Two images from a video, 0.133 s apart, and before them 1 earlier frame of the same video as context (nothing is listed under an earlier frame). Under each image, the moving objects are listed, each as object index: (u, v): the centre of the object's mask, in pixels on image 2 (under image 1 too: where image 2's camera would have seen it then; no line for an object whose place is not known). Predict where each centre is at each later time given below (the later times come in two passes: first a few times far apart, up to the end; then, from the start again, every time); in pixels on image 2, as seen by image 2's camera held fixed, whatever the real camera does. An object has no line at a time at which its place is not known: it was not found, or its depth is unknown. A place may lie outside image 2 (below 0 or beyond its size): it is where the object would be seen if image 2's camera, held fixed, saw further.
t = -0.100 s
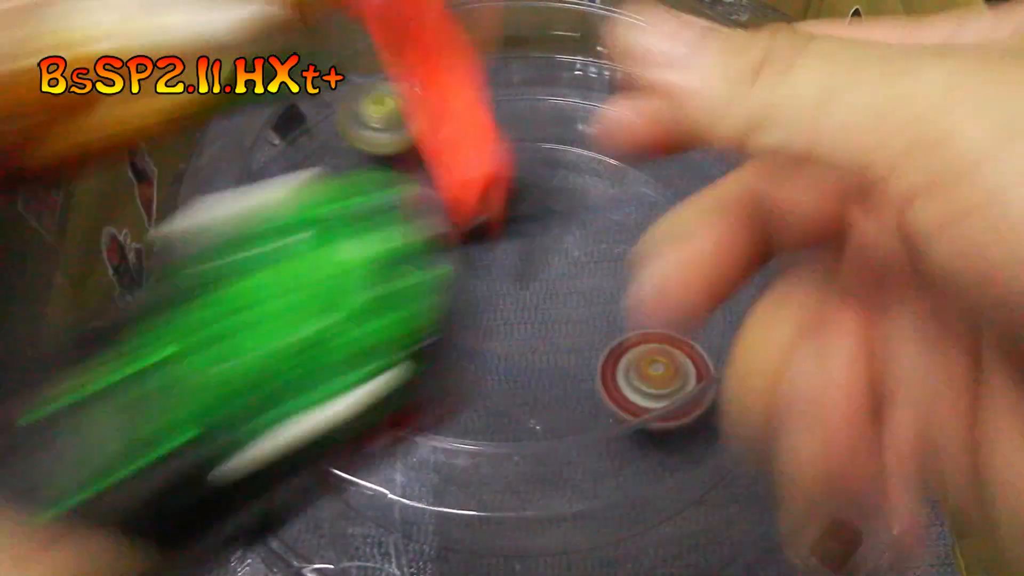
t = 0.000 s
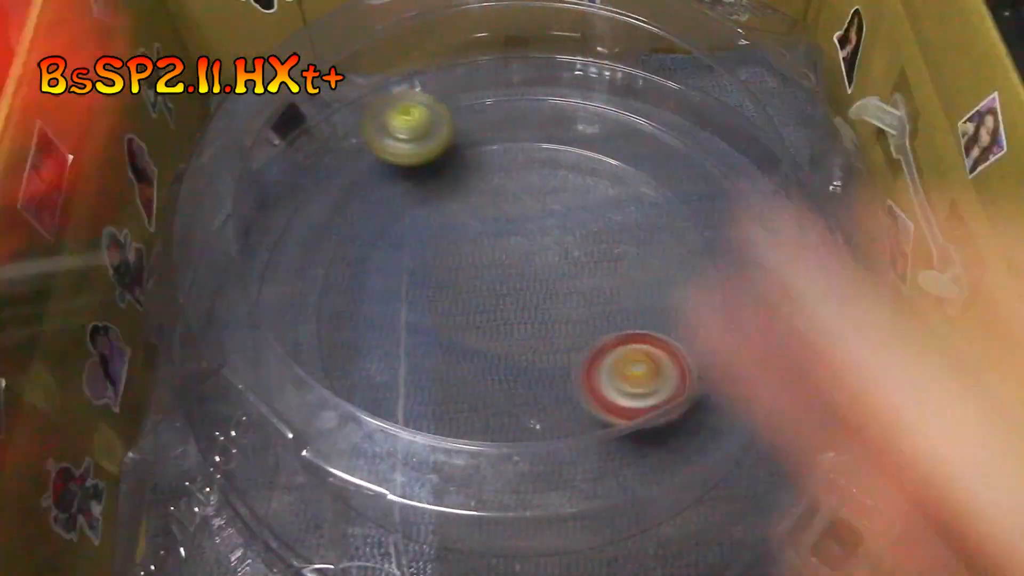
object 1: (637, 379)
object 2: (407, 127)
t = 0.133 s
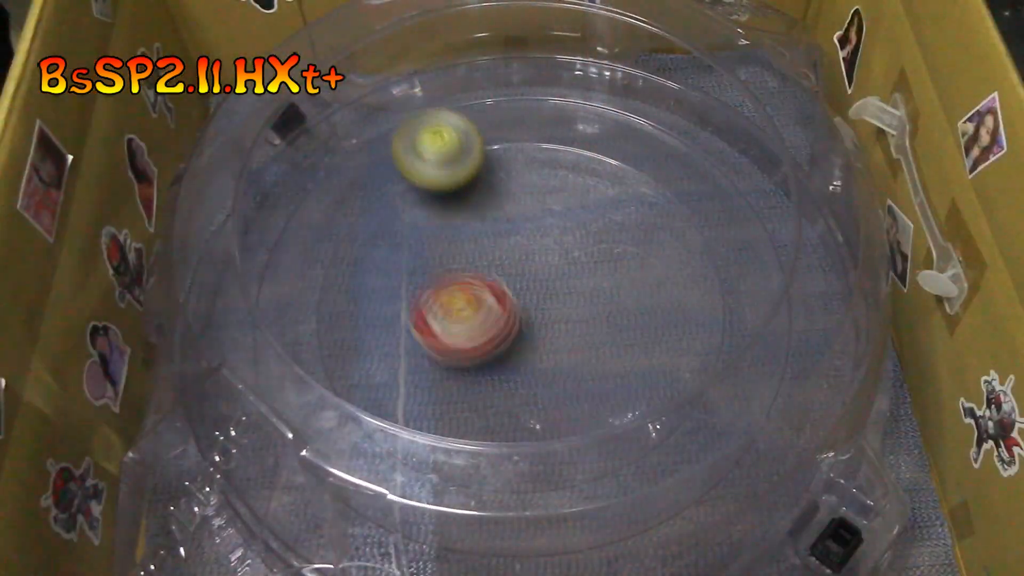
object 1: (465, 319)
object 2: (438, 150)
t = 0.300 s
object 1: (560, 247)
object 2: (486, 69)
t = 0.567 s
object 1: (527, 172)
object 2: (540, 474)
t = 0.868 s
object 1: (574, 257)
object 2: (591, 384)
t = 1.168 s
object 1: (612, 204)
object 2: (483, 398)
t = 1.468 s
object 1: (394, 260)
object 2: (580, 241)
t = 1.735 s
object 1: (588, 299)
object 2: (481, 331)
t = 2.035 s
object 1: (527, 350)
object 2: (483, 278)
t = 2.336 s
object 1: (467, 318)
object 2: (561, 311)
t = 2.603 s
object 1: (480, 284)
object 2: (570, 309)
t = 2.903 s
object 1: (506, 256)
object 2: (520, 332)
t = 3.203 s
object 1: (541, 271)
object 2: (483, 325)
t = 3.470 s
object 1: (550, 259)
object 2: (484, 315)
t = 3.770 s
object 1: (552, 279)
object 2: (471, 296)
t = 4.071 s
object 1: (563, 317)
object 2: (481, 294)
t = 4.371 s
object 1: (567, 323)
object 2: (491, 279)
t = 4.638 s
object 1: (555, 321)
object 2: (502, 258)
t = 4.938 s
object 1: (553, 320)
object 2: (503, 258)
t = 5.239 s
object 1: (551, 318)
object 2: (494, 262)
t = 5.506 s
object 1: (550, 317)
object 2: (493, 263)
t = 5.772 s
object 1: (551, 318)
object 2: (492, 263)
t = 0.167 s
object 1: (467, 334)
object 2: (460, 112)
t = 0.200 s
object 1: (538, 381)
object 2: (478, 68)
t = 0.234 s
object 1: (545, 346)
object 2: (479, 61)
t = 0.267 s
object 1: (532, 288)
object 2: (480, 65)
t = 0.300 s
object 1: (560, 247)
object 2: (486, 69)
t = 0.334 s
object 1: (590, 271)
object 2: (499, 71)
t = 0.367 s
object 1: (568, 339)
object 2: (515, 76)
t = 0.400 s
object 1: (455, 333)
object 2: (520, 107)
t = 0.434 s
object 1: (431, 229)
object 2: (528, 135)
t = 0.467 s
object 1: (384, 199)
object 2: (630, 158)
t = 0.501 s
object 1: (400, 216)
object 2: (661, 229)
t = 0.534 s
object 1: (494, 242)
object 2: (588, 313)
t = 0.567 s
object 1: (527, 172)
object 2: (540, 474)
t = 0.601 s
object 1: (568, 207)
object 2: (512, 524)
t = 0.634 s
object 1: (527, 351)
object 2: (502, 498)
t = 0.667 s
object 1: (396, 373)
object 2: (496, 470)
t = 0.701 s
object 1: (292, 287)
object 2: (534, 405)
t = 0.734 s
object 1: (285, 229)
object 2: (553, 316)
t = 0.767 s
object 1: (336, 203)
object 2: (535, 252)
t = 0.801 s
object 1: (385, 219)
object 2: (518, 269)
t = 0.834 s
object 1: (497, 234)
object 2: (541, 321)
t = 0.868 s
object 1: (574, 257)
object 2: (591, 384)
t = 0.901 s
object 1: (513, 255)
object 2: (646, 476)
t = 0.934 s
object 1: (451, 205)
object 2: (630, 485)
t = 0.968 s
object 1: (472, 195)
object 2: (607, 450)
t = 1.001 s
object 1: (527, 254)
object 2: (548, 393)
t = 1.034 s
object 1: (529, 242)
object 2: (469, 423)
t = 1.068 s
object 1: (517, 255)
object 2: (445, 392)
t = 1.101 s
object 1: (512, 233)
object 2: (416, 387)
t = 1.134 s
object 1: (569, 156)
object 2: (420, 434)
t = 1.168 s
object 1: (612, 204)
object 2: (483, 398)
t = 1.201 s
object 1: (580, 283)
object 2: (512, 365)
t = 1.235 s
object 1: (539, 296)
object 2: (455, 349)
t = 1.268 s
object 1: (510, 301)
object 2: (406, 303)
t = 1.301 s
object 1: (518, 294)
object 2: (399, 262)
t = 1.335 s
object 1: (547, 329)
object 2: (431, 213)
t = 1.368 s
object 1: (540, 381)
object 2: (476, 180)
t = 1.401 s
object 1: (455, 357)
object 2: (511, 210)
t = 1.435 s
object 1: (401, 296)
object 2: (555, 233)
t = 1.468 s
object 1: (394, 260)
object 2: (580, 241)
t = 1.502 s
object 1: (461, 240)
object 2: (587, 279)
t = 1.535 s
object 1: (500, 280)
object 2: (595, 319)
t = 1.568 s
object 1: (458, 317)
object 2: (584, 334)
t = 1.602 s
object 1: (431, 283)
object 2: (551, 326)
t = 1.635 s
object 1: (481, 247)
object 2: (536, 318)
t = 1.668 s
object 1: (549, 239)
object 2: (523, 325)
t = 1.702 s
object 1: (587, 271)
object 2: (500, 331)
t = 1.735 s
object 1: (588, 299)
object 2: (481, 331)
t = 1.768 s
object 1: (579, 300)
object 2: (465, 326)
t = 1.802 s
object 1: (584, 280)
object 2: (461, 322)
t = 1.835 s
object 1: (579, 281)
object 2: (480, 322)
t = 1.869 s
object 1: (589, 264)
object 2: (478, 326)
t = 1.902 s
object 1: (591, 268)
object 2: (484, 310)
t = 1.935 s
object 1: (582, 288)
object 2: (466, 287)
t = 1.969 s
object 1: (569, 320)
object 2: (474, 279)
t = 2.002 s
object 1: (552, 347)
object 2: (478, 279)
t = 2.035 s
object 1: (527, 350)
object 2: (483, 278)
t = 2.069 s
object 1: (542, 390)
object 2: (485, 252)
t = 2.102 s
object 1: (538, 388)
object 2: (506, 268)
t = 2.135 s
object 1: (527, 348)
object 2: (537, 263)
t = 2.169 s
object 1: (518, 342)
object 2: (543, 255)
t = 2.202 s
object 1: (498, 334)
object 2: (534, 253)
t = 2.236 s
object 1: (475, 321)
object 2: (533, 259)
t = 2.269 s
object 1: (466, 318)
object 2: (543, 264)
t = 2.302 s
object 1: (473, 321)
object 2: (554, 283)
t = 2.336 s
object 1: (467, 318)
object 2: (561, 311)
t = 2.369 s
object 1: (461, 309)
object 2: (564, 305)
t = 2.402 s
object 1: (458, 296)
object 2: (564, 282)
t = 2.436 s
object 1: (471, 295)
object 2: (561, 279)
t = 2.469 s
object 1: (458, 301)
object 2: (555, 303)
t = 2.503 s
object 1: (454, 296)
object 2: (569, 317)
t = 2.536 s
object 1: (455, 284)
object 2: (566, 310)
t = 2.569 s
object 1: (474, 283)
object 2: (574, 295)
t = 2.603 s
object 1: (480, 284)
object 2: (570, 309)
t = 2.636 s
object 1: (473, 279)
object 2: (555, 327)
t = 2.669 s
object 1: (478, 279)
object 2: (543, 339)
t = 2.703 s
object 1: (476, 268)
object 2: (540, 338)
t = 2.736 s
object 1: (489, 258)
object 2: (539, 326)
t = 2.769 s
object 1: (486, 248)
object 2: (556, 340)
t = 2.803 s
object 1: (487, 265)
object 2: (540, 334)
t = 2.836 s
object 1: (474, 264)
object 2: (521, 336)
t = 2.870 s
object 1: (484, 260)
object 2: (513, 333)
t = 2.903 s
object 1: (506, 256)
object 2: (520, 332)
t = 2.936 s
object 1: (522, 248)
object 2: (529, 341)
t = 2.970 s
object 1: (516, 259)
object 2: (528, 340)
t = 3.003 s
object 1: (505, 266)
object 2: (513, 341)
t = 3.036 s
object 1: (512, 266)
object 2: (496, 341)
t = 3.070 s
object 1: (532, 268)
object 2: (489, 334)
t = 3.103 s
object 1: (535, 271)
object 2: (487, 333)
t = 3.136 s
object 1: (539, 270)
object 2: (485, 331)
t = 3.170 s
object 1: (540, 270)
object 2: (484, 329)
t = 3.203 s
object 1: (541, 271)
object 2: (483, 325)
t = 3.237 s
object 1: (540, 269)
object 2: (483, 324)
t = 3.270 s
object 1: (542, 265)
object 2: (483, 322)
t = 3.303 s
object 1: (543, 262)
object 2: (483, 322)
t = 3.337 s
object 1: (545, 261)
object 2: (485, 321)
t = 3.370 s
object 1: (549, 259)
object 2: (484, 320)
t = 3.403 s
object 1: (551, 258)
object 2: (484, 320)
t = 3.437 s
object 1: (551, 258)
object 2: (484, 317)
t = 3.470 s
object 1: (550, 259)
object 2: (484, 315)
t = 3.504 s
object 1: (551, 260)
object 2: (482, 311)
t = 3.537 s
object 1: (552, 260)
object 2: (479, 311)
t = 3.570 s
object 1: (553, 259)
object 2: (477, 309)
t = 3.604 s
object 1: (553, 260)
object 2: (477, 305)
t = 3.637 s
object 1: (552, 262)
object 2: (477, 303)
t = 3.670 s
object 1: (549, 265)
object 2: (477, 301)
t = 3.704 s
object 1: (547, 270)
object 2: (476, 301)
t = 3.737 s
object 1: (548, 275)
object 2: (474, 300)
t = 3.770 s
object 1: (552, 279)
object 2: (471, 296)
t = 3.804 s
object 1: (553, 285)
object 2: (471, 293)
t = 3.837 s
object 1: (554, 290)
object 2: (471, 292)
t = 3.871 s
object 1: (554, 295)
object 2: (473, 292)
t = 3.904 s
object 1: (554, 299)
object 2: (474, 292)
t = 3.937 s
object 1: (554, 303)
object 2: (476, 293)
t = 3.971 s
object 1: (558, 306)
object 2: (477, 292)
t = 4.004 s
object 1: (562, 310)
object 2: (479, 293)
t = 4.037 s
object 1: (562, 315)
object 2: (479, 293)
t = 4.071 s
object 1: (563, 317)
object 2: (481, 294)
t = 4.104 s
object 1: (563, 318)
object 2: (482, 296)
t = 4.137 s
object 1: (565, 320)
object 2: (482, 297)
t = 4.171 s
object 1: (566, 320)
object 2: (483, 297)
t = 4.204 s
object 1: (568, 321)
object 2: (483, 295)
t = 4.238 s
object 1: (570, 321)
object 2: (484, 294)
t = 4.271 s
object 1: (570, 322)
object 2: (487, 292)
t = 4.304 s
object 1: (571, 322)
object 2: (489, 289)
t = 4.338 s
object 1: (571, 323)
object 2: (490, 284)
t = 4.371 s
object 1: (567, 323)
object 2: (491, 279)
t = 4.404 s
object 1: (563, 322)
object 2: (492, 275)
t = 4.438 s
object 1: (559, 322)
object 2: (493, 271)
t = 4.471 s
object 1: (556, 322)
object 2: (494, 268)
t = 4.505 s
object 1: (556, 323)
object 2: (495, 265)
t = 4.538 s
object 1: (556, 322)
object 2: (496, 263)
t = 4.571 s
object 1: (555, 321)
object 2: (498, 261)
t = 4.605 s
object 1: (555, 321)
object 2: (500, 259)
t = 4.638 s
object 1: (555, 321)
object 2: (502, 258)
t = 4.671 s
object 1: (554, 321)
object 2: (505, 256)
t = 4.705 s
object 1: (554, 320)
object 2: (507, 255)
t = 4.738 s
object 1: (554, 321)
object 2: (508, 254)
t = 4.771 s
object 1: (553, 321)
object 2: (509, 254)
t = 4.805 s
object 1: (553, 321)
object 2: (508, 255)
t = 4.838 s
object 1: (553, 320)
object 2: (507, 257)
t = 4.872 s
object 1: (553, 320)
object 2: (506, 257)
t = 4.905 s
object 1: (553, 320)
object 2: (505, 258)
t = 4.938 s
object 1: (553, 320)
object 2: (503, 258)
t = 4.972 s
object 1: (553, 320)
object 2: (503, 259)
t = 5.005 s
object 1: (552, 319)
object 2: (501, 260)
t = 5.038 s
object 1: (552, 319)
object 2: (500, 260)
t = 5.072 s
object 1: (552, 319)
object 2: (498, 261)
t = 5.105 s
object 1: (552, 319)
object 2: (497, 261)
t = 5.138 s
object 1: (551, 319)
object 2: (496, 261)
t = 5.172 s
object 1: (551, 319)
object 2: (496, 262)
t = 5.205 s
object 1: (551, 318)
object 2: (496, 262)
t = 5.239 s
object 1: (551, 318)
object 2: (494, 262)
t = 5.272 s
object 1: (551, 318)
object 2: (494, 262)
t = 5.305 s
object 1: (551, 318)
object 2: (494, 262)
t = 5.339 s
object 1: (551, 318)
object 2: (494, 262)
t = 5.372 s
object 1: (550, 318)
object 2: (494, 263)
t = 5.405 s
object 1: (550, 318)
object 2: (493, 263)
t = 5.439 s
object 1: (550, 318)
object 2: (493, 263)
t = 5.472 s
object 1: (551, 318)
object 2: (493, 263)
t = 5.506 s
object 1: (550, 317)
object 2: (493, 263)
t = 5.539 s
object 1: (550, 318)
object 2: (493, 263)
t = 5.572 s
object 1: (550, 318)
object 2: (493, 263)
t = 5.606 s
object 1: (550, 318)
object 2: (493, 263)
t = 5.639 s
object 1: (550, 318)
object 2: (492, 263)
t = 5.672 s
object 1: (550, 318)
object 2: (493, 263)
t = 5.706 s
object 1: (550, 318)
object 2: (493, 262)
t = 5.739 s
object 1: (551, 318)
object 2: (492, 263)
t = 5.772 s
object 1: (551, 318)
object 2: (492, 263)
